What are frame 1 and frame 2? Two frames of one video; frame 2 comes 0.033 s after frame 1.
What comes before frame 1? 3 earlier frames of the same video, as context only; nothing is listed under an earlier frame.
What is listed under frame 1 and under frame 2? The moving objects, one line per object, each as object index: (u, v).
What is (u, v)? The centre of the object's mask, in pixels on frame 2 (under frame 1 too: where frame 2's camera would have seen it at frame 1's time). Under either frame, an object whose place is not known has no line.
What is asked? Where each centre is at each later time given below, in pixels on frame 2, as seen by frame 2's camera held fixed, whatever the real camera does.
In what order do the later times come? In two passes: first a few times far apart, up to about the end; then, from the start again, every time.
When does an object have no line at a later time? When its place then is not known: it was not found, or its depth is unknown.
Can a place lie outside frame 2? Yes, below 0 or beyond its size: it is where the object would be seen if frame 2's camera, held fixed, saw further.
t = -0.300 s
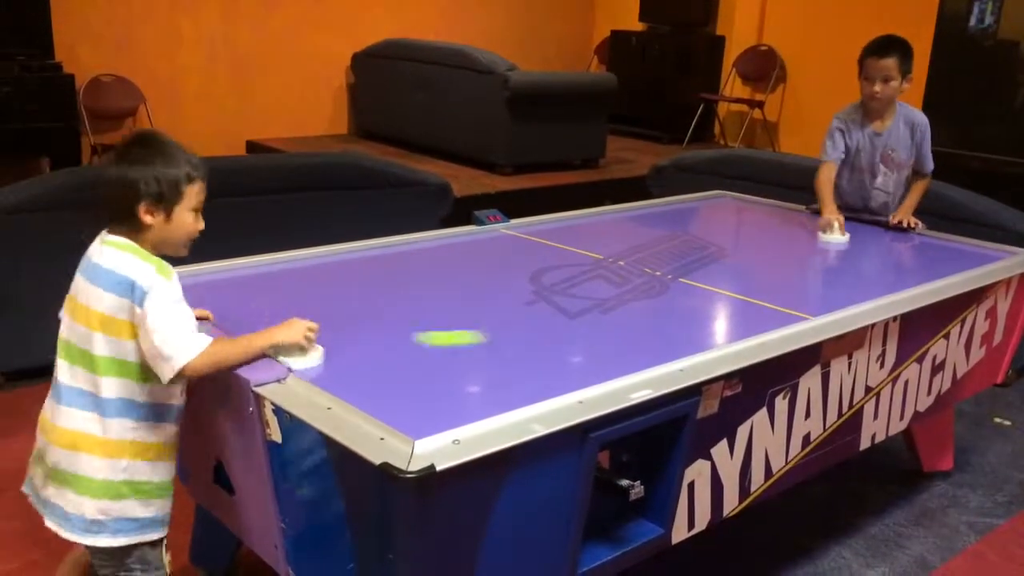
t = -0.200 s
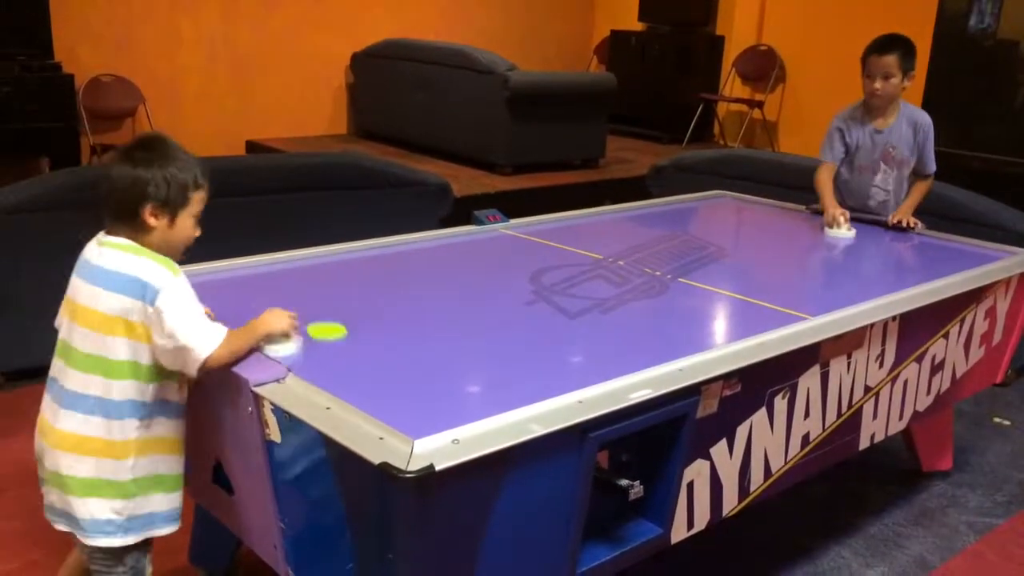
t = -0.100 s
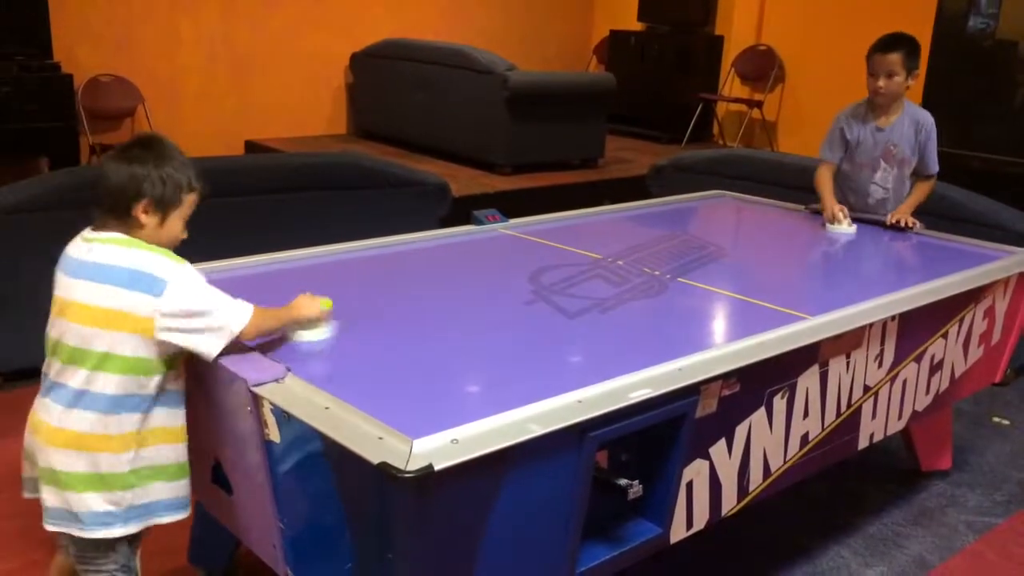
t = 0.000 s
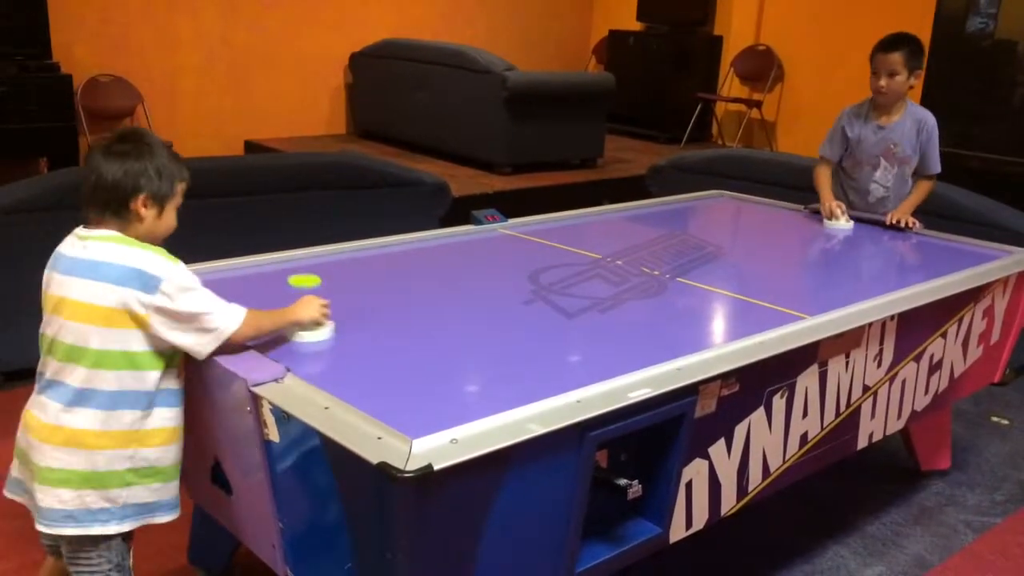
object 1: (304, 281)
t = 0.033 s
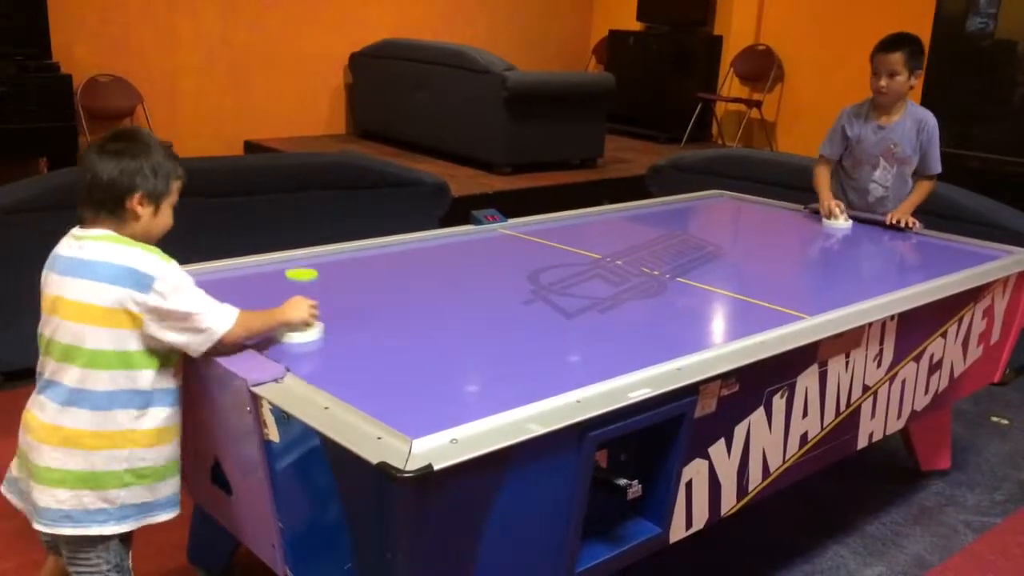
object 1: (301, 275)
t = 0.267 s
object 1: (389, 275)
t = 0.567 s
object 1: (559, 298)
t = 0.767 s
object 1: (676, 314)
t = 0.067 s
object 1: (298, 268)
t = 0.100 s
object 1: (299, 263)
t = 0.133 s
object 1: (316, 265)
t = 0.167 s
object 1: (334, 268)
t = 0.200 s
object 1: (353, 270)
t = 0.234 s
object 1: (370, 273)
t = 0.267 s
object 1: (389, 275)
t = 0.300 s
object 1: (407, 277)
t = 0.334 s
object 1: (426, 280)
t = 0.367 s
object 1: (445, 282)
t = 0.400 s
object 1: (463, 285)
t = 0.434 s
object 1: (483, 287)
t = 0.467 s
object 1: (502, 290)
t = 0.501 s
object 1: (520, 292)
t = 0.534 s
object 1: (539, 295)
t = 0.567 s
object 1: (559, 298)
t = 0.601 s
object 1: (578, 300)
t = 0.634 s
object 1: (597, 303)
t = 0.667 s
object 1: (617, 305)
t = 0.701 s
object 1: (636, 308)
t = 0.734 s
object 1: (655, 311)
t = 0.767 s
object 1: (676, 314)
